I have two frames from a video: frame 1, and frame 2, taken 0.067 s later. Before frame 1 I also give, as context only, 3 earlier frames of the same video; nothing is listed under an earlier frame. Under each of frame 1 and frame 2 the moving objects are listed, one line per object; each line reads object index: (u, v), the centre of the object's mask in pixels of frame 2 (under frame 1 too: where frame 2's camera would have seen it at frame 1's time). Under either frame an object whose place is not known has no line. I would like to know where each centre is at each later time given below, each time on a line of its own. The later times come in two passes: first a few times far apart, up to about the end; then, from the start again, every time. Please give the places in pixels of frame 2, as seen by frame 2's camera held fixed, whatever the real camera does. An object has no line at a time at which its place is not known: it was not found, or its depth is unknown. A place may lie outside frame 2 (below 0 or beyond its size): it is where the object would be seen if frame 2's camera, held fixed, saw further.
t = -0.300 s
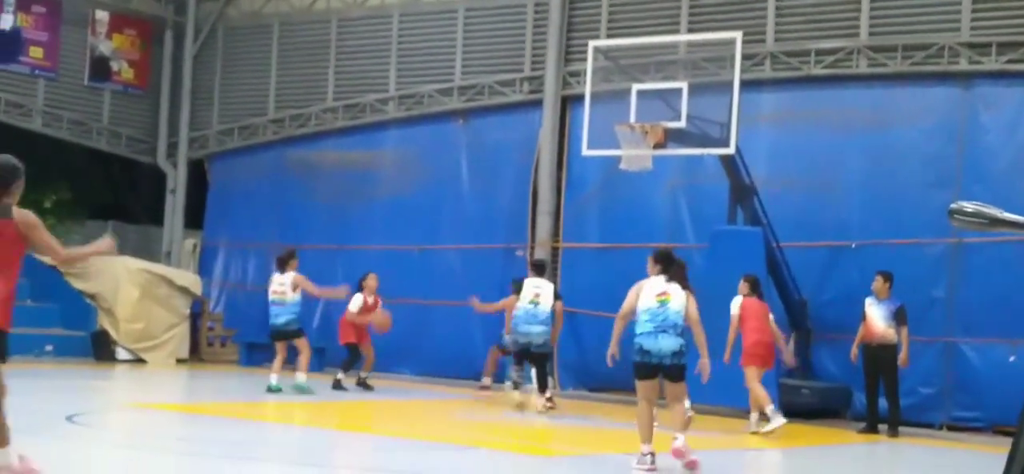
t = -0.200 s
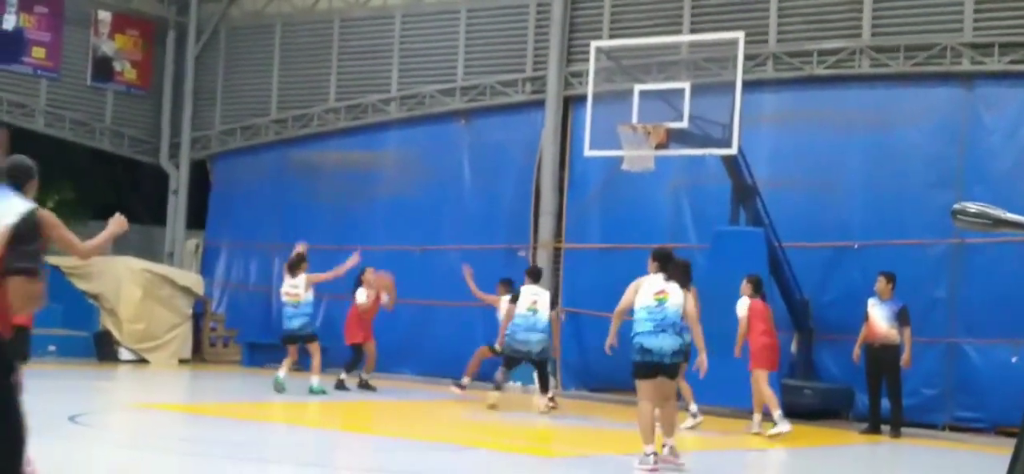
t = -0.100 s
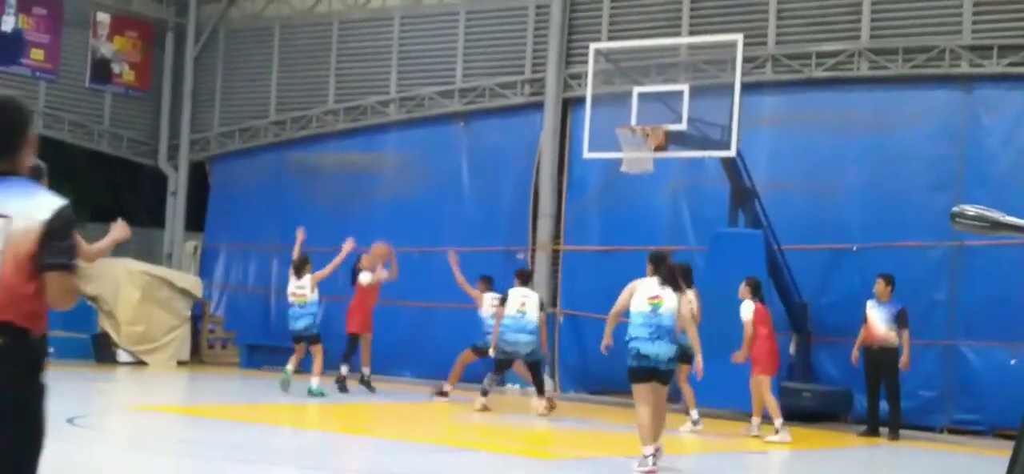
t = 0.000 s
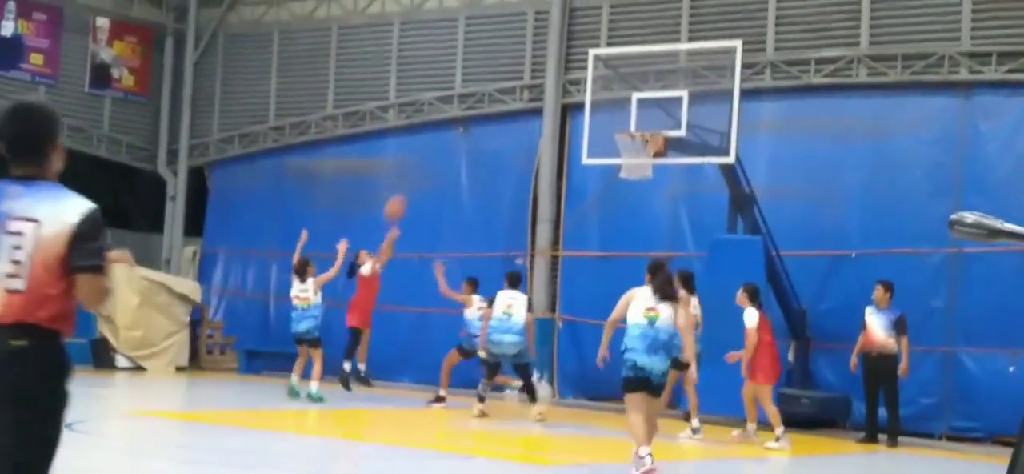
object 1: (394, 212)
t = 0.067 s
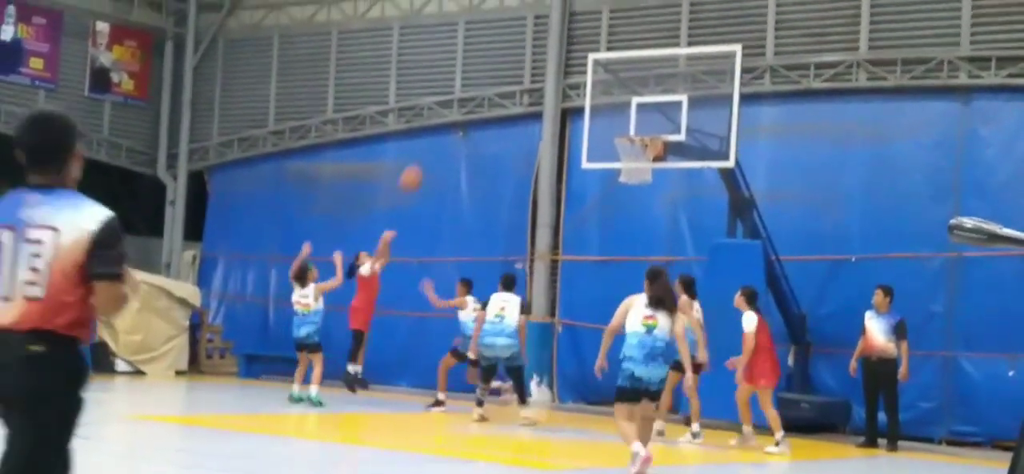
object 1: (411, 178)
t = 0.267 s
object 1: (458, 98)
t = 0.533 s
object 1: (519, 39)
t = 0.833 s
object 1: (587, 49)
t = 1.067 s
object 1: (641, 116)
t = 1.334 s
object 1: (626, 169)
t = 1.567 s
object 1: (631, 229)
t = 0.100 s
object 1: (418, 163)
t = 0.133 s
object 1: (426, 148)
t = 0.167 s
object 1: (434, 134)
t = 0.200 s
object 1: (442, 121)
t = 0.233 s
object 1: (450, 109)
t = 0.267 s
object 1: (458, 98)
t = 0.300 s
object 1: (465, 87)
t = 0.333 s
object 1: (474, 77)
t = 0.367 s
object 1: (481, 68)
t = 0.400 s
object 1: (488, 61)
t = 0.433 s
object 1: (497, 53)
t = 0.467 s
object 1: (504, 47)
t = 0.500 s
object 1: (513, 42)
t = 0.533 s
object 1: (519, 39)
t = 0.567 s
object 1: (527, 36)
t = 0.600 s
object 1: (535, 34)
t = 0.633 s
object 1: (542, 34)
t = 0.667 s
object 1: (549, 34)
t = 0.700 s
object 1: (558, 34)
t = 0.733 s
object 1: (566, 37)
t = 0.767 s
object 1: (572, 39)
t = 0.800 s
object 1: (580, 44)
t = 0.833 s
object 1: (587, 49)
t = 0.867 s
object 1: (594, 55)
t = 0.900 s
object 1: (603, 63)
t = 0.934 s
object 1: (610, 71)
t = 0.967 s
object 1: (618, 80)
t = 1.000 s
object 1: (625, 90)
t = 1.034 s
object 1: (632, 102)
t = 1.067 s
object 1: (641, 116)
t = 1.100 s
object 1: (647, 127)
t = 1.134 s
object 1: (644, 133)
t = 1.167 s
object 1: (630, 143)
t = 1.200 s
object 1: (623, 146)
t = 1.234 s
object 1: (622, 151)
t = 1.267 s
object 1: (622, 155)
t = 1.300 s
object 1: (624, 164)
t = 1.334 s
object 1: (626, 169)
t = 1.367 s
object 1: (627, 173)
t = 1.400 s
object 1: (627, 185)
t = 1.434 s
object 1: (628, 190)
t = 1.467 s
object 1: (629, 197)
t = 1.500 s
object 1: (630, 207)
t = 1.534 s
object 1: (630, 217)
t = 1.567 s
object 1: (631, 229)
